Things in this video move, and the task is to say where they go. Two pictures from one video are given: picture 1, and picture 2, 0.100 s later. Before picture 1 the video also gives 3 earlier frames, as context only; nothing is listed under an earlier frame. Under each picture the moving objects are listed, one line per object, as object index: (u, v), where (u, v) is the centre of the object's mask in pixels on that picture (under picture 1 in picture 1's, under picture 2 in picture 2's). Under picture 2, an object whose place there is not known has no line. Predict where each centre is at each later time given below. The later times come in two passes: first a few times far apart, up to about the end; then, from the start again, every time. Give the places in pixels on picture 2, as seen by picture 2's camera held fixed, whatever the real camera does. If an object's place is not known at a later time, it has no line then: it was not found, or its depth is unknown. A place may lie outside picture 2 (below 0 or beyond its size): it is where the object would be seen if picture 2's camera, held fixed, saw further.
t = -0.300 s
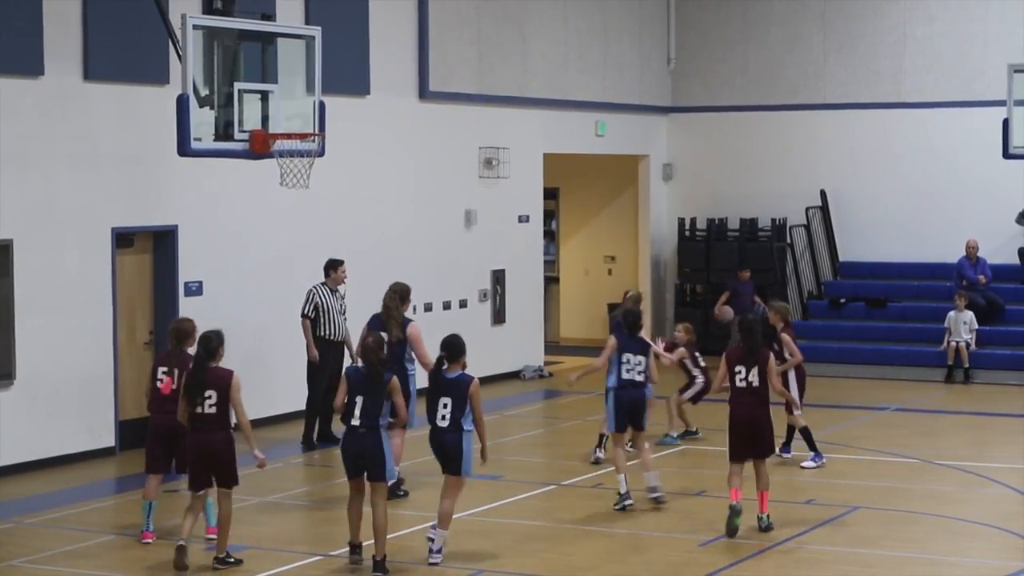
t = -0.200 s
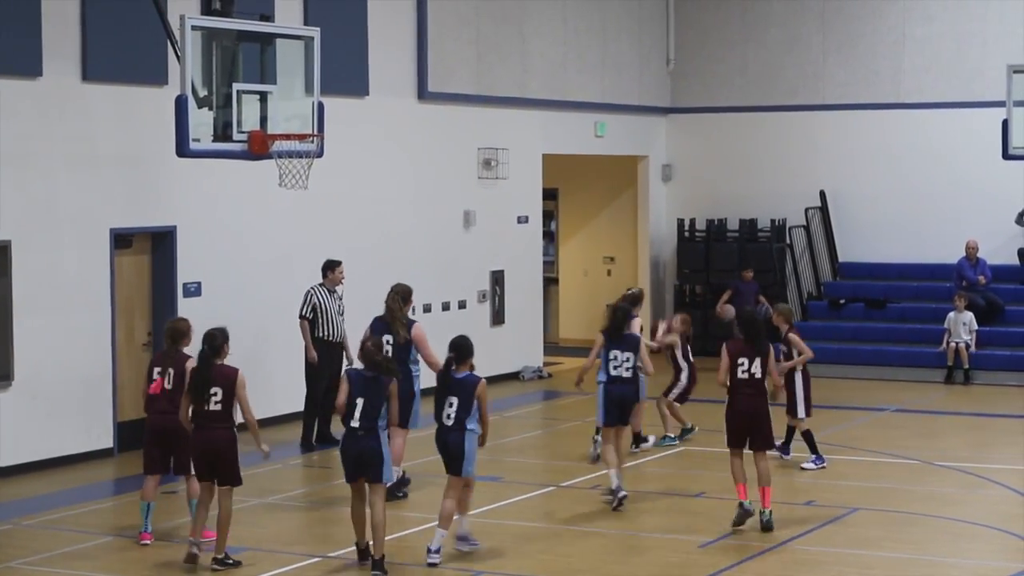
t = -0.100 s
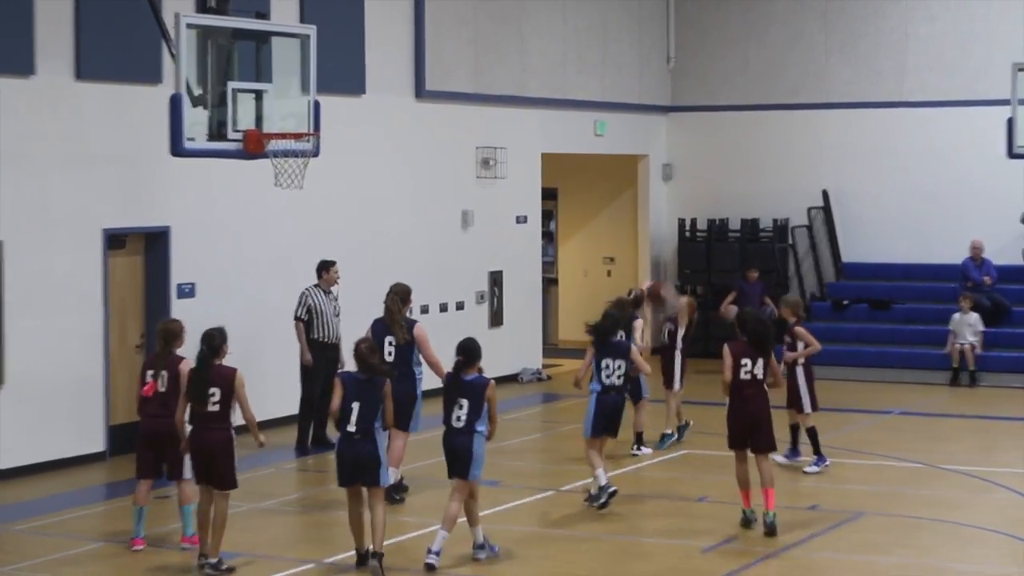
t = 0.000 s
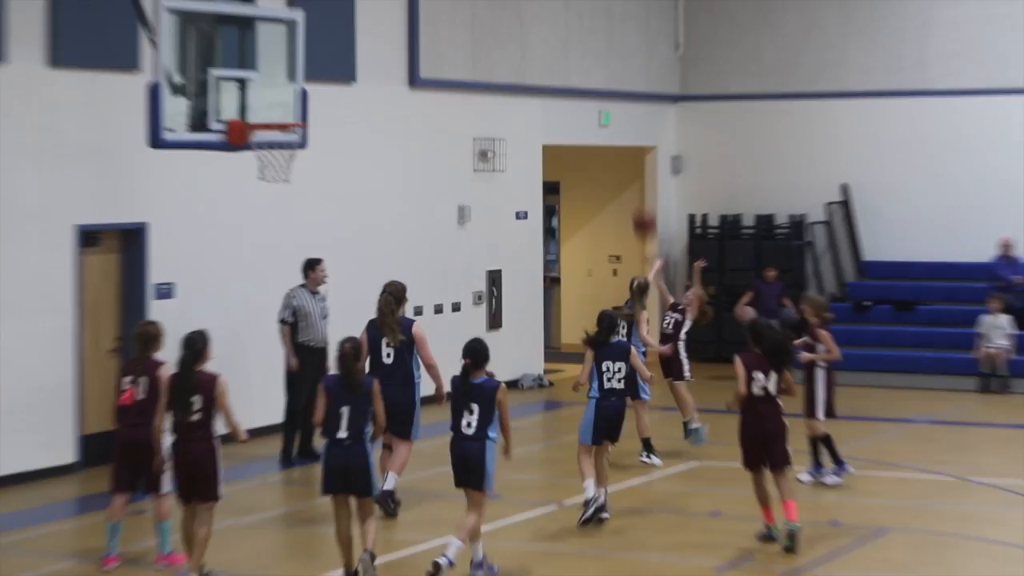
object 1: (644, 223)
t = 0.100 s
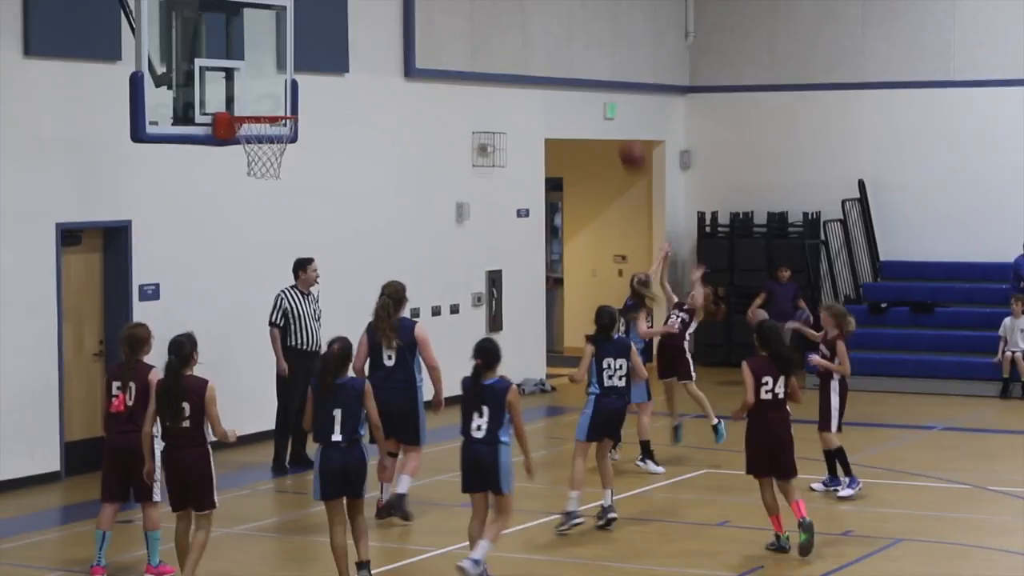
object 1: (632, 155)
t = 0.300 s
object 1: (592, 55)
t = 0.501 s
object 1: (552, 2)
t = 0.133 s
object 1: (625, 136)
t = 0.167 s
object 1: (619, 118)
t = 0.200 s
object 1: (613, 102)
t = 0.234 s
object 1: (605, 84)
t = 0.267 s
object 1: (599, 69)
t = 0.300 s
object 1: (592, 55)
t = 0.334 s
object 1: (586, 43)
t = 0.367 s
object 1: (579, 31)
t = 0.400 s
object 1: (573, 21)
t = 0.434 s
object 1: (566, 13)
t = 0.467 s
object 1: (559, 6)
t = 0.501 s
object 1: (552, 2)
